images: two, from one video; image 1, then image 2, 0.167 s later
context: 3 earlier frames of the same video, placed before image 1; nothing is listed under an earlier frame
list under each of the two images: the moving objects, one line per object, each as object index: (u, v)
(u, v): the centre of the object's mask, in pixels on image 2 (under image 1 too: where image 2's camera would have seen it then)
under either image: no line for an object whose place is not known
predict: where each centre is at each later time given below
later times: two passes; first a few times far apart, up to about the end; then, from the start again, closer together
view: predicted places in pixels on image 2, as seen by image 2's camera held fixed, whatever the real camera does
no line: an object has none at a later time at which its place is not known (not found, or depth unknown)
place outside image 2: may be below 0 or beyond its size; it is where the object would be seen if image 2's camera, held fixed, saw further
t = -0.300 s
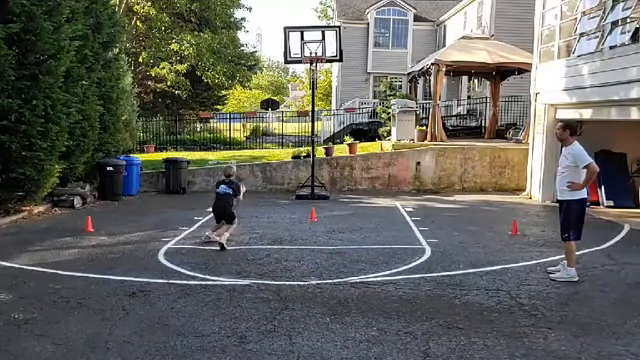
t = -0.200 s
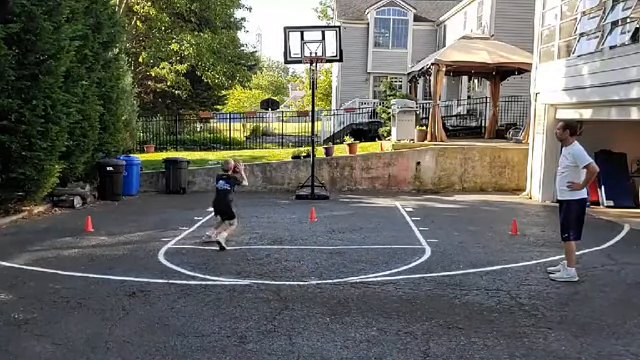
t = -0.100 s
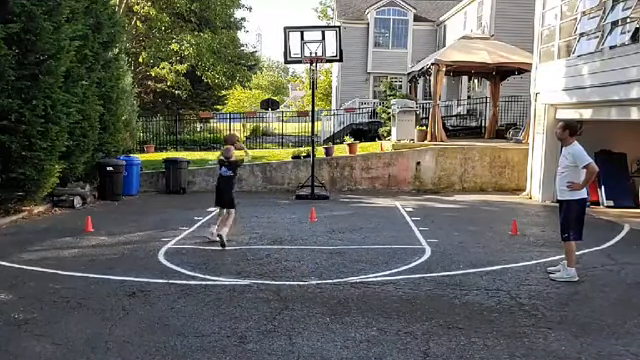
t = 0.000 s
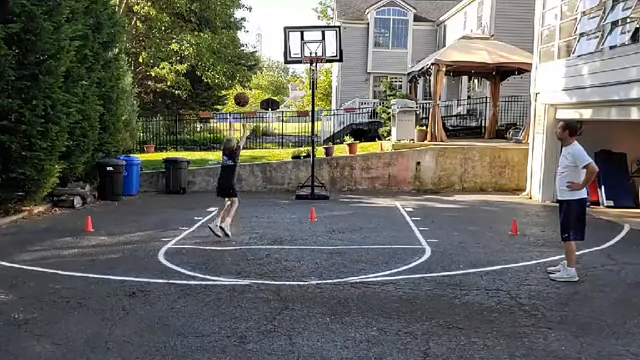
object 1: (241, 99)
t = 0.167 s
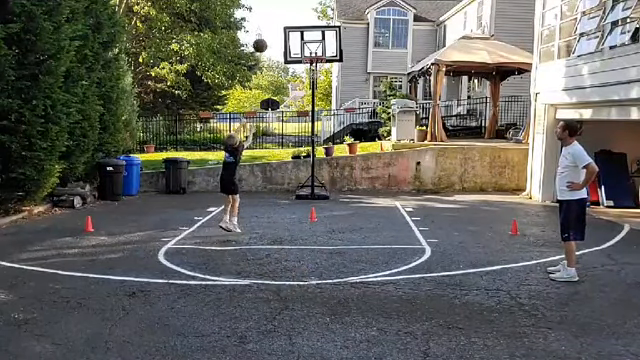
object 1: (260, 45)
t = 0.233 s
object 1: (266, 30)
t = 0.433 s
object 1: (285, 4)
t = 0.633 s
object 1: (301, 3)
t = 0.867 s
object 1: (317, 24)
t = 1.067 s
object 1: (329, 53)
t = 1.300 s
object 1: (344, 57)
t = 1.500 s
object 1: (357, 82)
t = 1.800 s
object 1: (375, 155)
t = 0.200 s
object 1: (263, 37)
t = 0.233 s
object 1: (266, 30)
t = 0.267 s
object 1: (270, 23)
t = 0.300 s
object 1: (273, 18)
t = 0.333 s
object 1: (276, 13)
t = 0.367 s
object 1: (279, 8)
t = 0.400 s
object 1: (282, 6)
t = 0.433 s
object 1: (285, 4)
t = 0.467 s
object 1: (288, 3)
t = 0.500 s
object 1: (291, 3)
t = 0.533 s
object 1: (294, 2)
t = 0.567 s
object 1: (296, 2)
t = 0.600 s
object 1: (299, 2)
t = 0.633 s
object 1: (301, 3)
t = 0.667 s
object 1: (304, 4)
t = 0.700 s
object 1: (306, 5)
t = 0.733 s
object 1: (308, 7)
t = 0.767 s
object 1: (311, 11)
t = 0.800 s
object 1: (313, 15)
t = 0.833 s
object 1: (315, 19)
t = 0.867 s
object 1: (317, 24)
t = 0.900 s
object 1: (319, 30)
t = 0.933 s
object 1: (321, 36)
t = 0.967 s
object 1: (323, 42)
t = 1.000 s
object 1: (325, 49)
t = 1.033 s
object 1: (326, 53)
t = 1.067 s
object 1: (329, 53)
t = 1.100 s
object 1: (331, 53)
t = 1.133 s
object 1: (333, 52)
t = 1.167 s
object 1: (336, 52)
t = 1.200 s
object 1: (338, 54)
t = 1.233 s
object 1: (340, 54)
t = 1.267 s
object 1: (342, 55)
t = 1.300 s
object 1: (344, 57)
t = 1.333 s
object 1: (346, 60)
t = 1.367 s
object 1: (349, 63)
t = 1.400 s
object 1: (351, 67)
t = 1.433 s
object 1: (353, 71)
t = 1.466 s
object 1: (355, 76)
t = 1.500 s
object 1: (357, 82)
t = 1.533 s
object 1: (359, 88)
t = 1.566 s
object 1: (362, 94)
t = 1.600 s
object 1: (364, 101)
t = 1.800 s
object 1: (375, 155)
